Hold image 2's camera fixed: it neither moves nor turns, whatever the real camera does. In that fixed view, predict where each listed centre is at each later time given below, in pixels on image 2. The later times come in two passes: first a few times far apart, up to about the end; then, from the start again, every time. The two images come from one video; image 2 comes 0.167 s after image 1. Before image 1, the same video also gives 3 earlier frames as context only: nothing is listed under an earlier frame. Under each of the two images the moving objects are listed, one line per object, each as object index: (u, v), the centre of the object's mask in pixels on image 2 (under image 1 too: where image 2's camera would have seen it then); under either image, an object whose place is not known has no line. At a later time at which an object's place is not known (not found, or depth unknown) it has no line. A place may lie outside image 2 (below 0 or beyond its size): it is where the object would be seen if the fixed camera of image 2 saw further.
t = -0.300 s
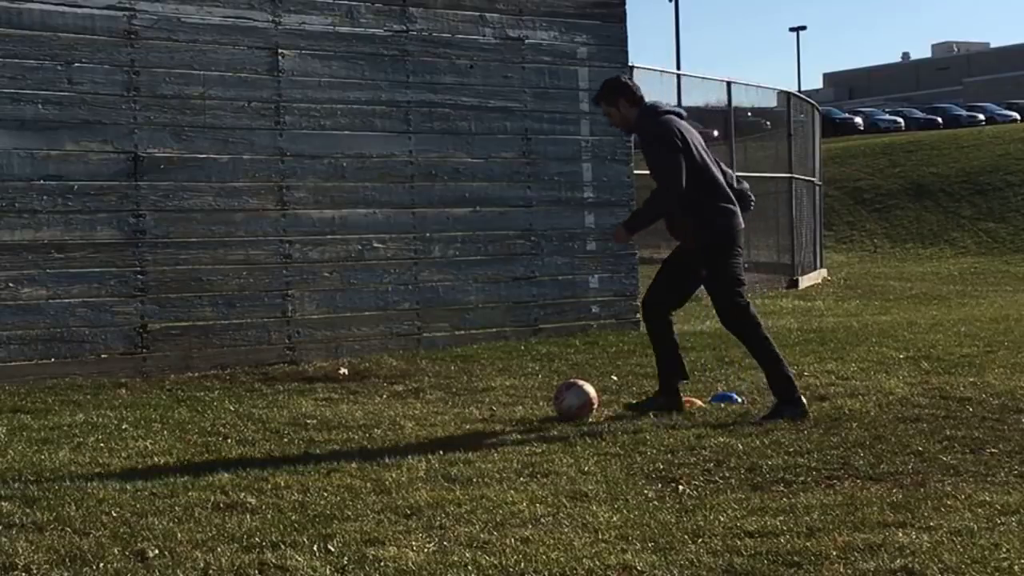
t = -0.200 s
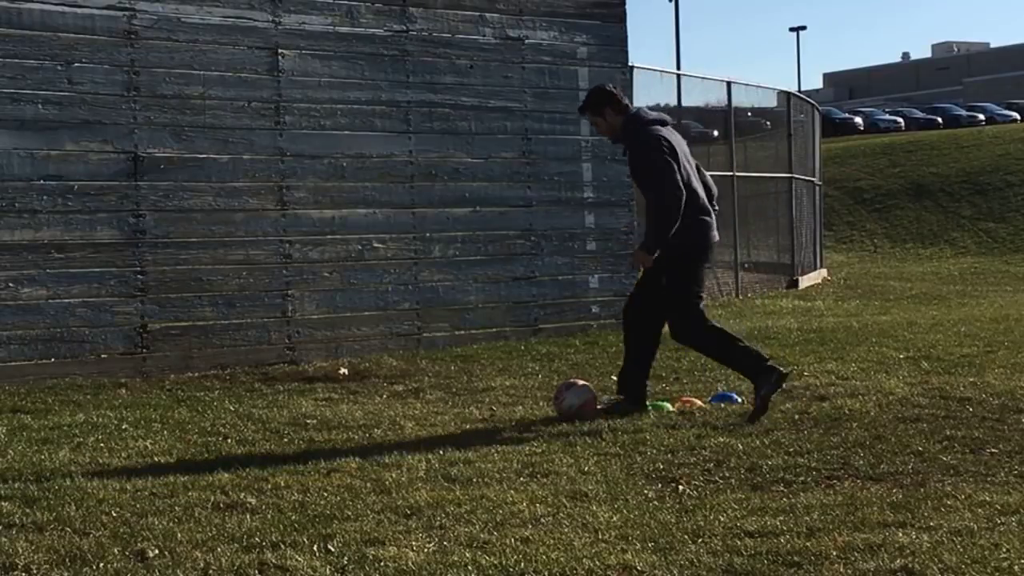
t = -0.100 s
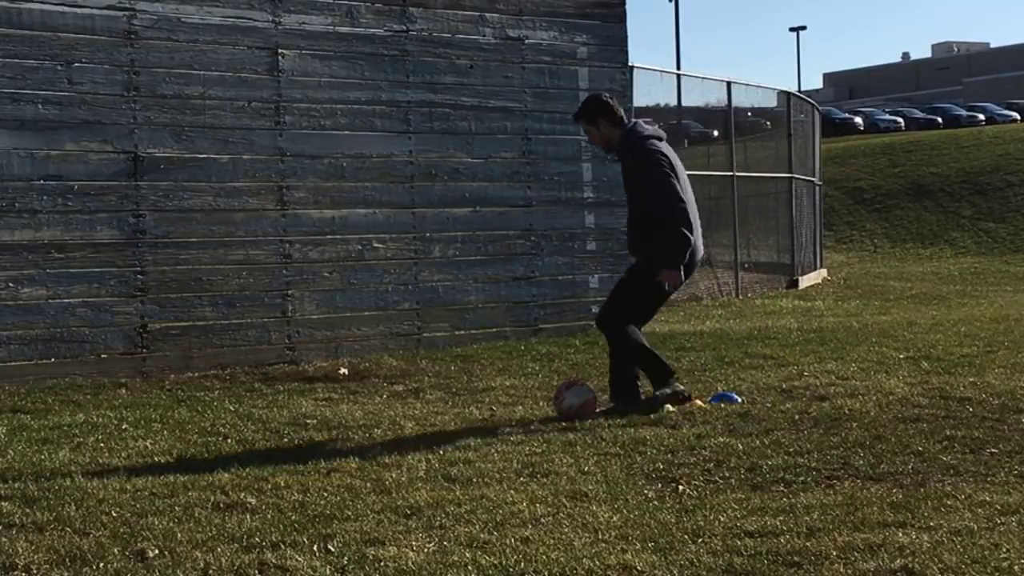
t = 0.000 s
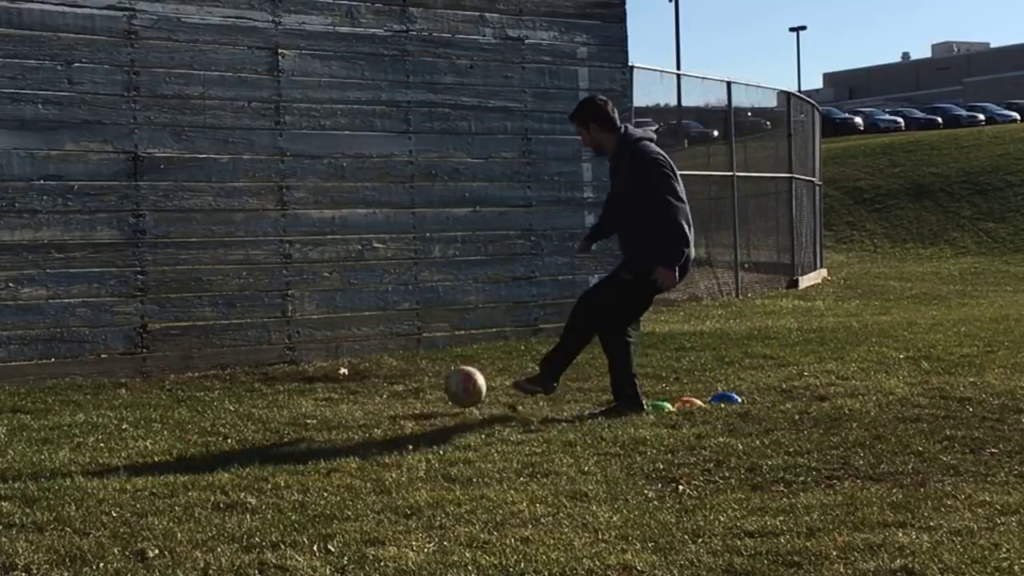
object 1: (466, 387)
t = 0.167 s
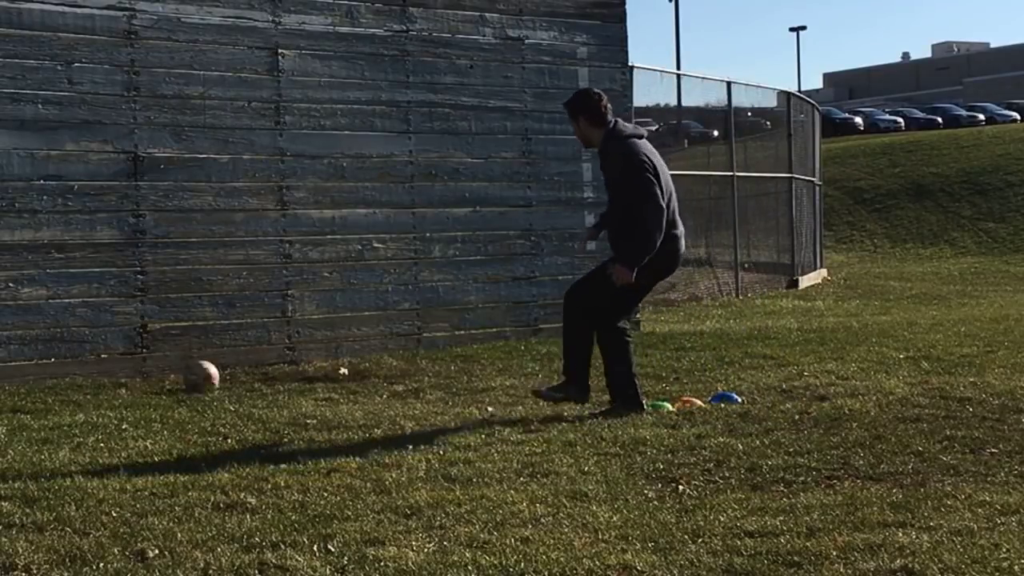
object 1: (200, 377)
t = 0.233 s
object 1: (141, 337)
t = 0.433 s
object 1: (192, 232)
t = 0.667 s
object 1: (338, 169)
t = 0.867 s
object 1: (488, 182)
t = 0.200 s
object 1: (169, 358)
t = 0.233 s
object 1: (141, 337)
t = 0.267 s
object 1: (114, 317)
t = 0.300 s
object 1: (119, 298)
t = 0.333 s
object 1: (137, 279)
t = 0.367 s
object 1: (154, 262)
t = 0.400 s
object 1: (173, 247)
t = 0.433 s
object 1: (192, 232)
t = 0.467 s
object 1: (211, 218)
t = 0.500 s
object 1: (230, 206)
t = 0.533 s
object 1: (251, 196)
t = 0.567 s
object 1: (272, 187)
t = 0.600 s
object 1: (294, 180)
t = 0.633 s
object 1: (315, 173)
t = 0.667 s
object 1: (338, 169)
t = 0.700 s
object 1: (361, 166)
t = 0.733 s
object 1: (385, 165)
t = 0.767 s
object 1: (410, 167)
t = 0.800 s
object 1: (435, 169)
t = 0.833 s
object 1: (461, 174)
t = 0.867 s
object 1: (488, 182)
